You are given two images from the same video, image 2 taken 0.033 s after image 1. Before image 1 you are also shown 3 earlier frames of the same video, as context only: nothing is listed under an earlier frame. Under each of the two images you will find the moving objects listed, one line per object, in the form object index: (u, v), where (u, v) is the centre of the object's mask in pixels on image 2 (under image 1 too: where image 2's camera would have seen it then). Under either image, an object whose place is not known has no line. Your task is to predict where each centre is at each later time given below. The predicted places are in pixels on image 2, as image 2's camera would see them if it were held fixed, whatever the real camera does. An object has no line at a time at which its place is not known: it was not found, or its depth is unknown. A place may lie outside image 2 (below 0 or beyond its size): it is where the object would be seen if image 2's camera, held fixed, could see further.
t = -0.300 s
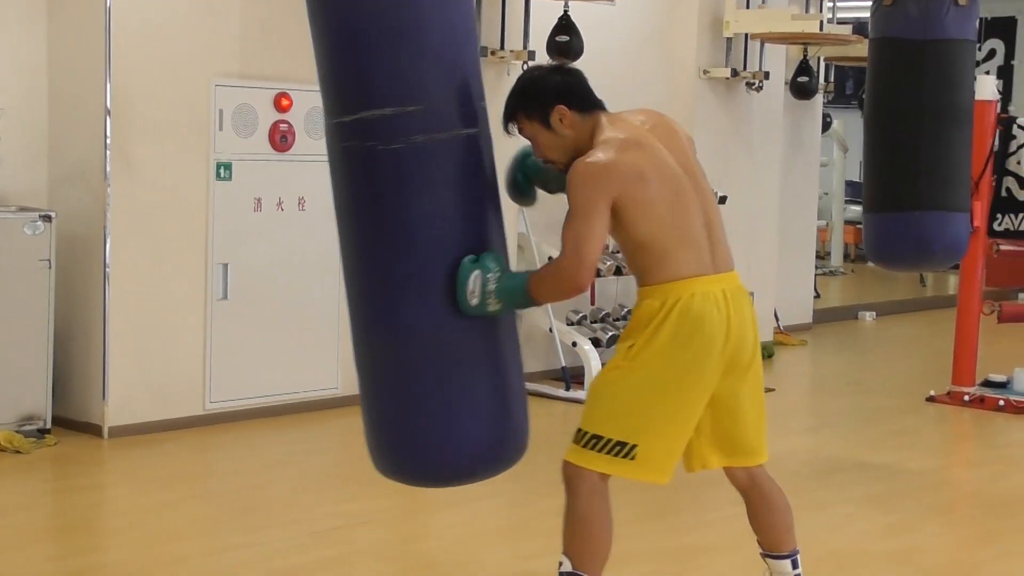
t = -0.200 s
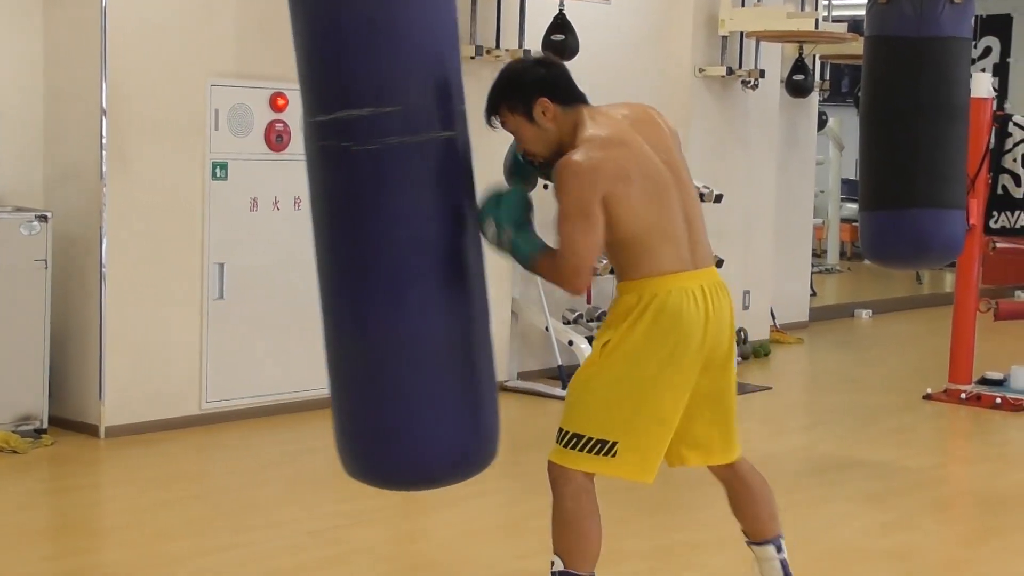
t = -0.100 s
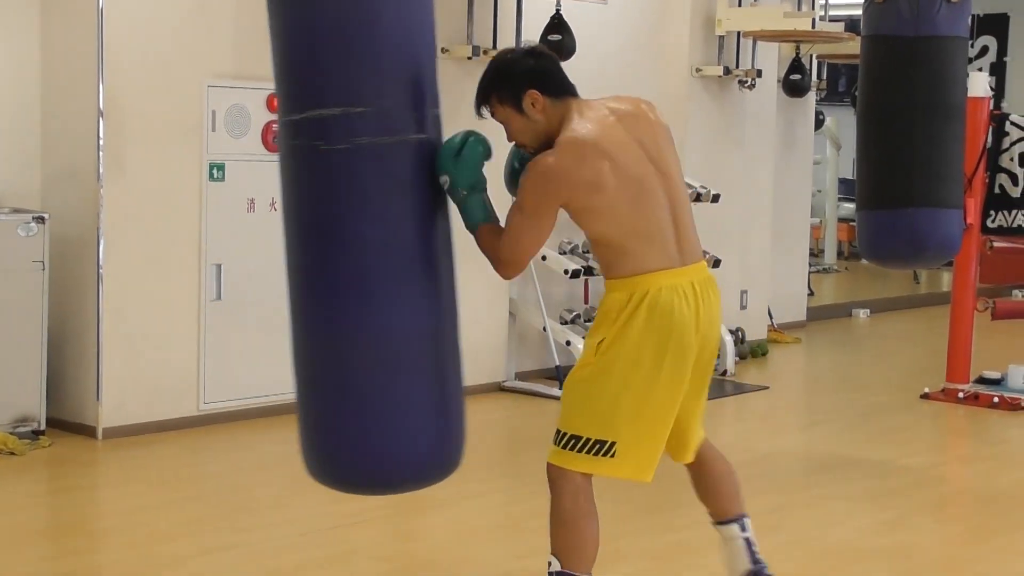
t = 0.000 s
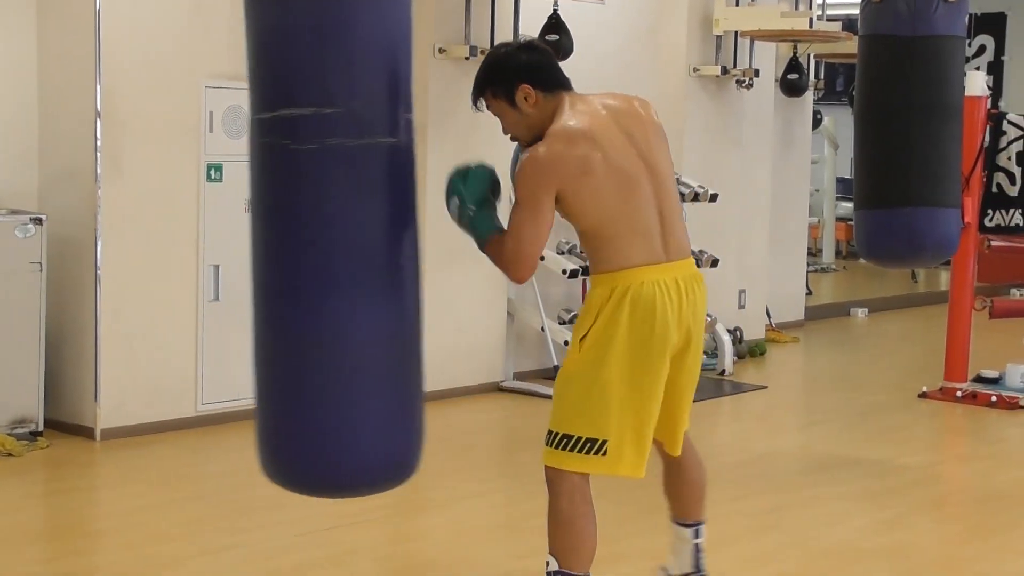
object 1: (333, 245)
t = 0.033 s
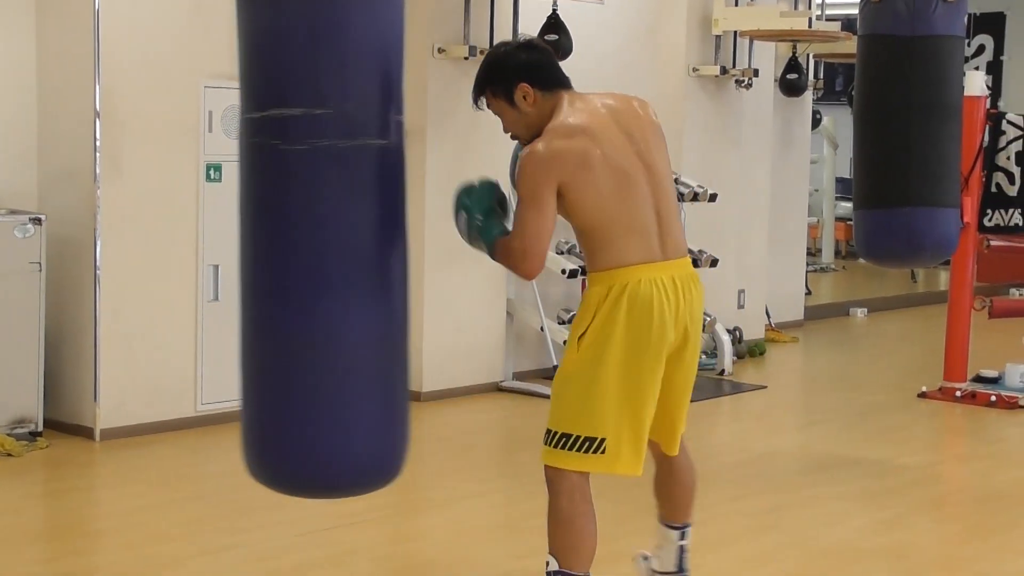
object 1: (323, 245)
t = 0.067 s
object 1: (313, 245)
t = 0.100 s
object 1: (303, 245)
